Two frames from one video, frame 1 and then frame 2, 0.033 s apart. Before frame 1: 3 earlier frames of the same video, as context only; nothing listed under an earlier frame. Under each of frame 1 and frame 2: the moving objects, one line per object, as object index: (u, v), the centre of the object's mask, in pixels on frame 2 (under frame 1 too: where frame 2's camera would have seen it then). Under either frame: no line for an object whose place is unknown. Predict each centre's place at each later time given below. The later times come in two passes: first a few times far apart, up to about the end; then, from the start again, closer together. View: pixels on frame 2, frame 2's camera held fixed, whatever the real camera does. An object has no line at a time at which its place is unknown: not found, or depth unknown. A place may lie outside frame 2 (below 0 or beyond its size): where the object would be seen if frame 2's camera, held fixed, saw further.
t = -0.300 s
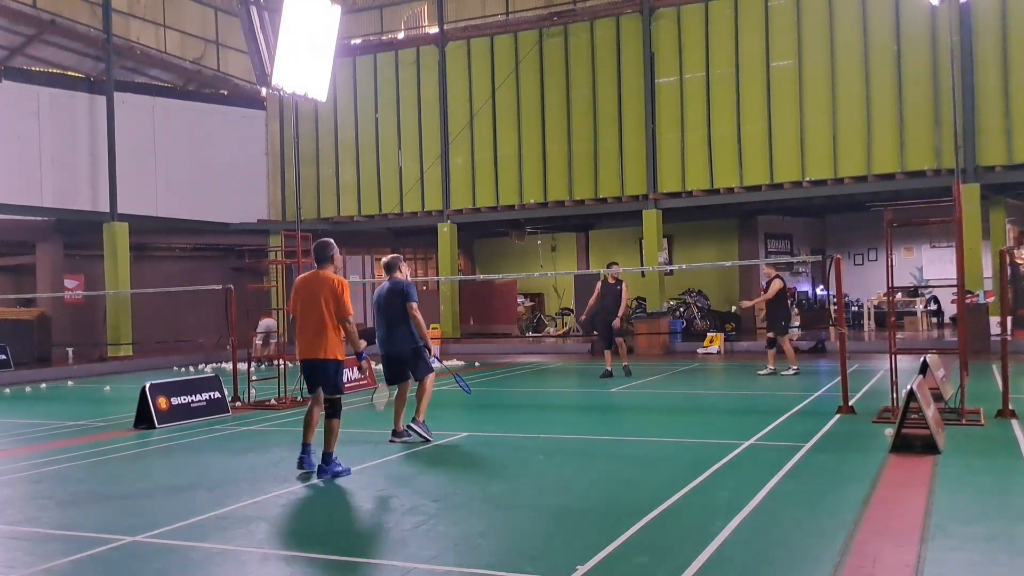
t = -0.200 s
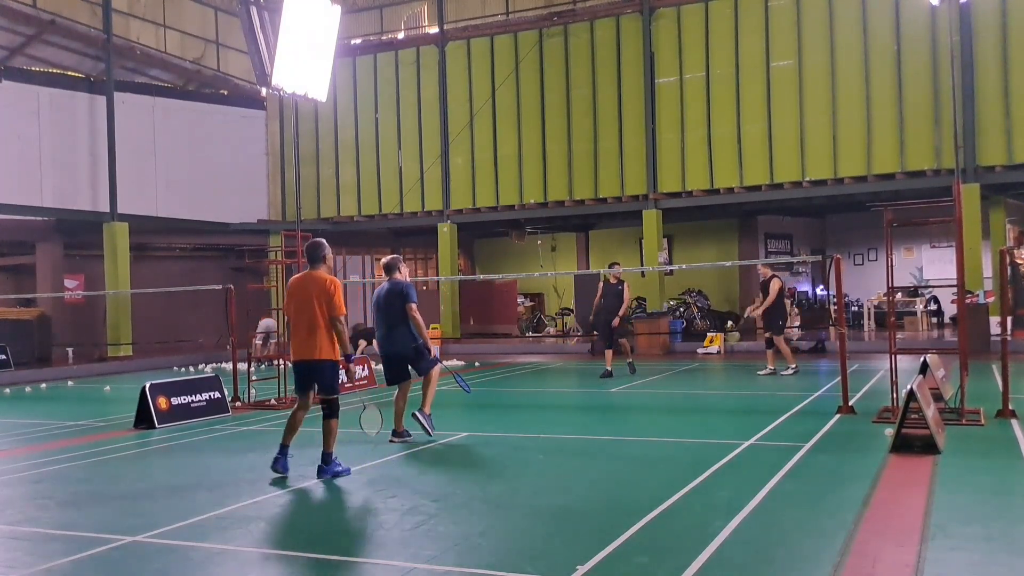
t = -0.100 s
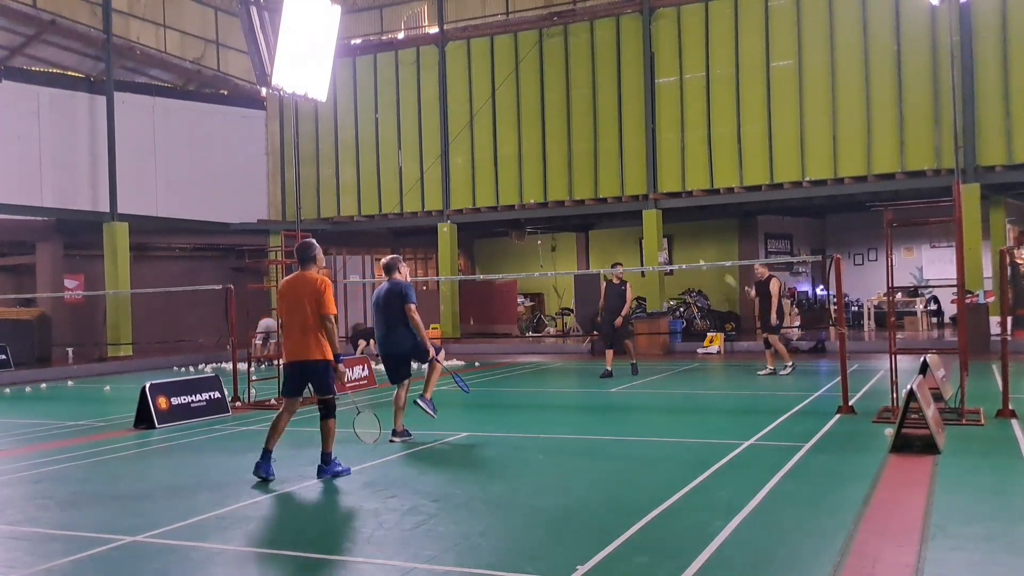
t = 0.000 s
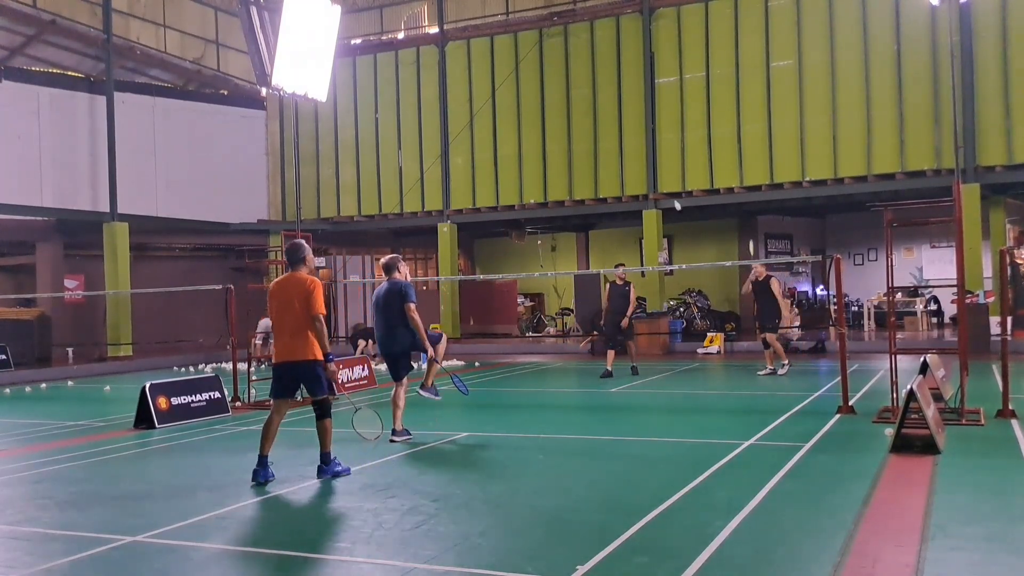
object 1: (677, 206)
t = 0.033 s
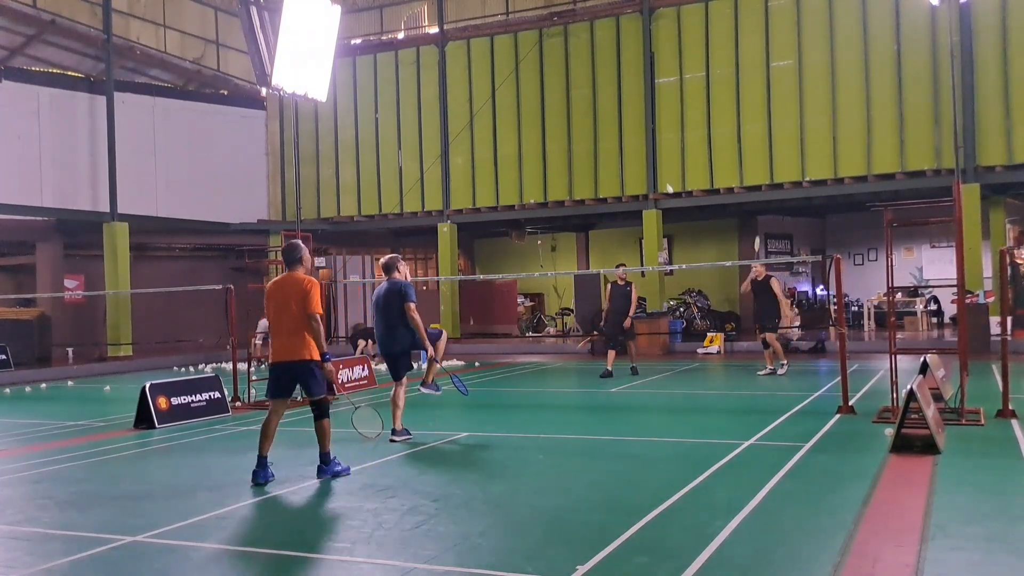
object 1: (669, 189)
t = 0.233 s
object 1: (627, 112)
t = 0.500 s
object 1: (576, 69)
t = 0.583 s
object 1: (561, 69)
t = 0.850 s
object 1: (511, 116)
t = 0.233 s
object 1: (627, 112)
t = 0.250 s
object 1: (623, 107)
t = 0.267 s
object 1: (621, 103)
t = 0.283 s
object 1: (617, 99)
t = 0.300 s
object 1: (614, 95)
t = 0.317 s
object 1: (611, 92)
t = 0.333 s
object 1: (608, 89)
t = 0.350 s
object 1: (604, 85)
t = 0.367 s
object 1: (601, 83)
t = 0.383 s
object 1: (598, 80)
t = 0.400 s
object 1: (595, 78)
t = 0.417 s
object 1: (592, 75)
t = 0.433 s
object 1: (589, 74)
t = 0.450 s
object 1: (585, 72)
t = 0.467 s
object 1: (582, 71)
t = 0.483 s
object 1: (579, 70)
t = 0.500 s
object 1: (576, 69)
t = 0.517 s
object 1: (572, 69)
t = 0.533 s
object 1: (569, 68)
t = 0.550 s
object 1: (566, 68)
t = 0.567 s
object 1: (563, 67)
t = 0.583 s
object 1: (561, 69)
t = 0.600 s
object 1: (557, 69)
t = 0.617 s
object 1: (554, 71)
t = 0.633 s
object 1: (551, 72)
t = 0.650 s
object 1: (547, 74)
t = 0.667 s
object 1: (544, 76)
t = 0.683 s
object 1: (541, 78)
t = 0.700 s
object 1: (538, 80)
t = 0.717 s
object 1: (535, 83)
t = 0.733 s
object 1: (532, 86)
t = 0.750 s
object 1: (529, 90)
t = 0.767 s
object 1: (526, 93)
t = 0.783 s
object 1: (523, 97)
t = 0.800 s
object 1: (520, 101)
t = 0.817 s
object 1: (517, 106)
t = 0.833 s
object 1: (514, 110)
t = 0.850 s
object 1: (511, 116)
